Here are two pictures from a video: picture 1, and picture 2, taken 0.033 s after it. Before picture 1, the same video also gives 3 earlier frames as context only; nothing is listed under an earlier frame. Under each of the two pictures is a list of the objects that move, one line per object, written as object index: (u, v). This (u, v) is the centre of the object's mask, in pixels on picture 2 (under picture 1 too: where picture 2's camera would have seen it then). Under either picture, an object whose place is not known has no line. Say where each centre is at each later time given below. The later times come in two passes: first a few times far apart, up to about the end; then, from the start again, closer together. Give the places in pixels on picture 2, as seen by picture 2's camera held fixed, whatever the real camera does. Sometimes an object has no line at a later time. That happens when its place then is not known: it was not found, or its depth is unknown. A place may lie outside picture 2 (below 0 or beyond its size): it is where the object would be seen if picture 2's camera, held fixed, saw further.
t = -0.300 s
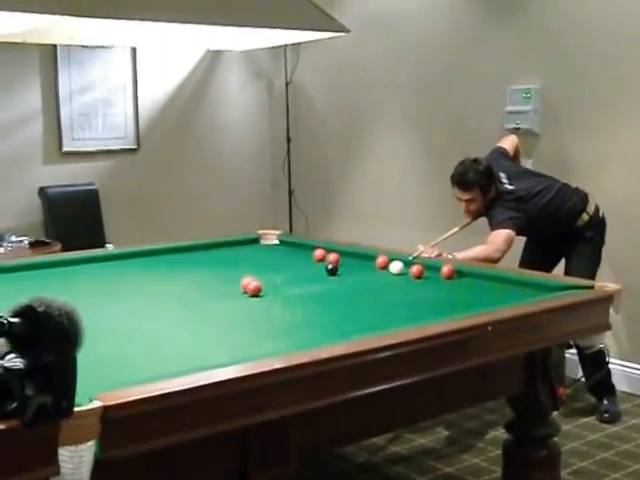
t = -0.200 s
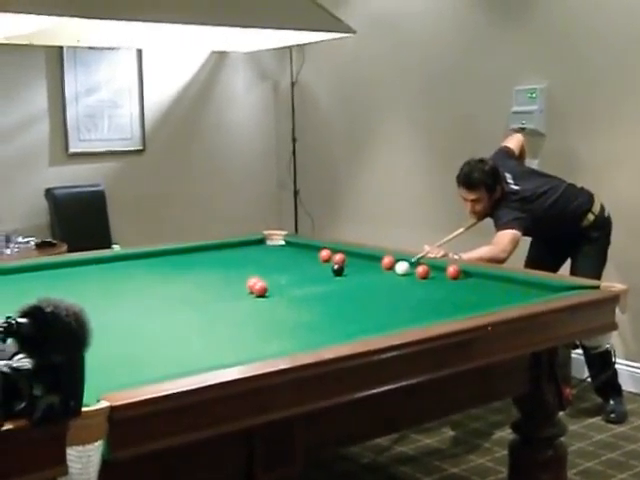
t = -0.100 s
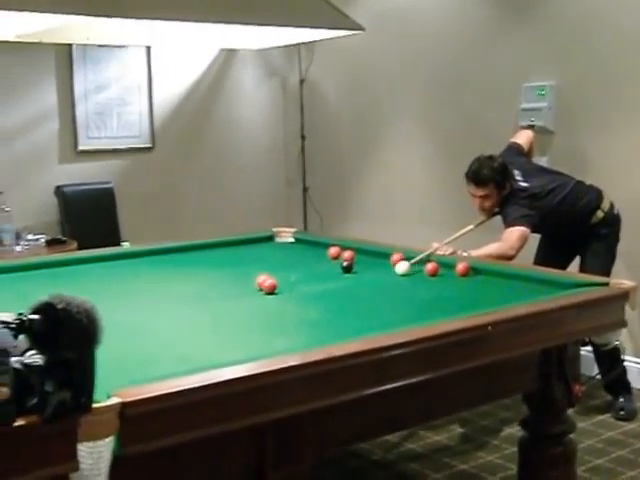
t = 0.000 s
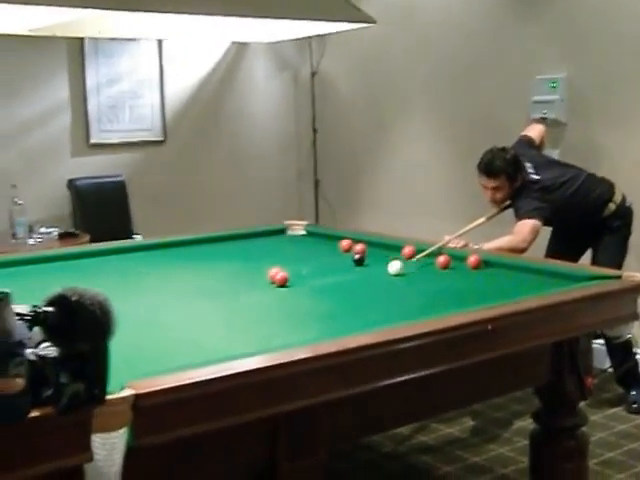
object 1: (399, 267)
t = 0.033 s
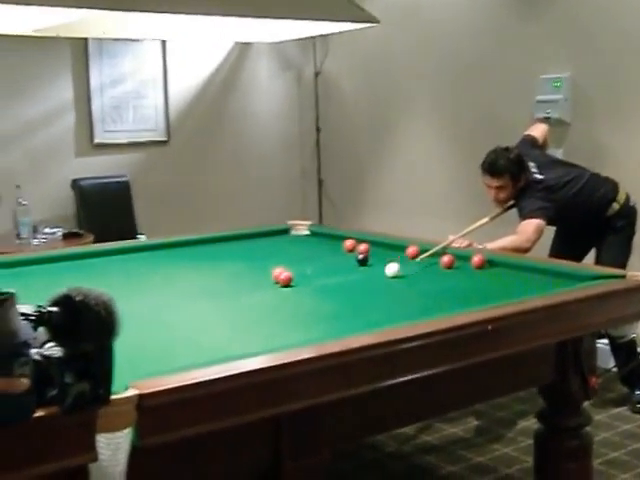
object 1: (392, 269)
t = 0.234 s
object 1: (351, 285)
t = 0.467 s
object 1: (293, 306)
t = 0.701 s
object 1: (223, 332)
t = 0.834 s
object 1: (175, 349)
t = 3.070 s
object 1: (123, 347)
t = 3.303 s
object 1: (208, 332)
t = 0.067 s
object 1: (385, 272)
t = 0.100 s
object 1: (379, 275)
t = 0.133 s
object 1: (372, 277)
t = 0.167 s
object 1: (366, 279)
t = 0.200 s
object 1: (358, 282)
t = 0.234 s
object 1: (351, 285)
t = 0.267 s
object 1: (343, 288)
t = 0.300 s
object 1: (335, 291)
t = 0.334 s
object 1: (327, 294)
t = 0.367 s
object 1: (319, 296)
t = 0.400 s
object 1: (311, 300)
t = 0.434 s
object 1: (302, 303)
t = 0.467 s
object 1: (293, 306)
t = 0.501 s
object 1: (284, 310)
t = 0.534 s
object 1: (274, 313)
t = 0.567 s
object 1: (264, 317)
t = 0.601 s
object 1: (255, 320)
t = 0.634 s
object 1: (245, 324)
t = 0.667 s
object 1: (234, 328)
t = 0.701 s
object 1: (223, 332)
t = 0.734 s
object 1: (212, 336)
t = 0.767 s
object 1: (200, 340)
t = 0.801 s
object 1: (188, 344)
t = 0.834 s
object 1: (175, 349)
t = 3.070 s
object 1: (123, 347)
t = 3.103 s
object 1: (131, 345)
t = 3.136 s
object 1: (145, 343)
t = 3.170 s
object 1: (158, 341)
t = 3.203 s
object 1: (171, 338)
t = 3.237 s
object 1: (183, 336)
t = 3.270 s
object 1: (196, 333)
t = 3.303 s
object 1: (208, 332)
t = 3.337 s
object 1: (221, 329)
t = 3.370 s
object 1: (231, 327)
